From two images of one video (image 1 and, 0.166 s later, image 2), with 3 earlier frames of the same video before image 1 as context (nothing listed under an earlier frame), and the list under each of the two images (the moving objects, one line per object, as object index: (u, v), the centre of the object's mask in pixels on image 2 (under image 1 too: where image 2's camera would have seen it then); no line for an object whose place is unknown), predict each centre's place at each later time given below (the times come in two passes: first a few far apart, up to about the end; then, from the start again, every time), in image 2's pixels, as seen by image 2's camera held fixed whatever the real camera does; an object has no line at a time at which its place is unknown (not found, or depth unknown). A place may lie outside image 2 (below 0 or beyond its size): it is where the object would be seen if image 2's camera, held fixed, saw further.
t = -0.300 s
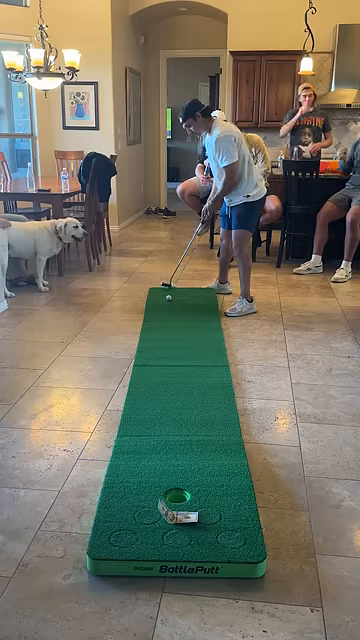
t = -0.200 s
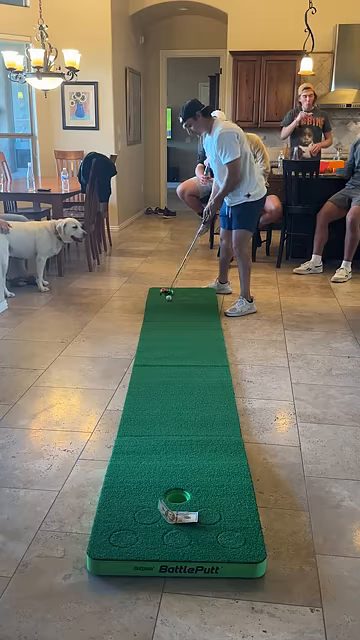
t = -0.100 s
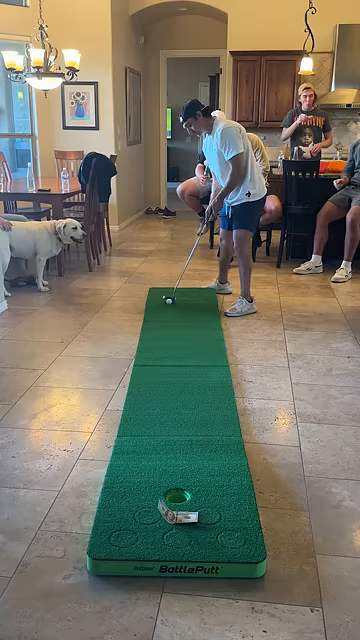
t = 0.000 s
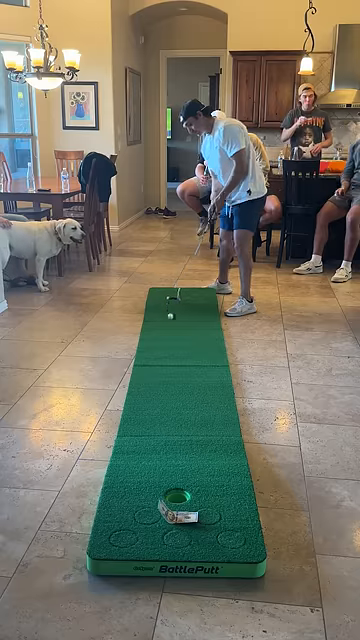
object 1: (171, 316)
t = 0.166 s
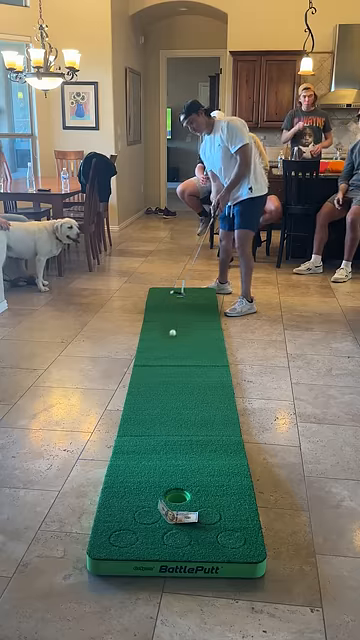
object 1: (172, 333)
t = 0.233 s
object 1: (173, 339)
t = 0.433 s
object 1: (175, 361)
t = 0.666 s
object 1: (177, 389)
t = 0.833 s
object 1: (177, 412)
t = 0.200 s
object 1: (172, 336)
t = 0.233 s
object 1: (173, 339)
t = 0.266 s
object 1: (173, 344)
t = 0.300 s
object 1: (173, 347)
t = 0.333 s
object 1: (173, 350)
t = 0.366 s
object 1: (174, 353)
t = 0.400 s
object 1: (174, 357)
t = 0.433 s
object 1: (175, 361)
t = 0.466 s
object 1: (175, 364)
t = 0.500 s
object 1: (176, 369)
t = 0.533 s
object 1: (176, 373)
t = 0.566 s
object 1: (176, 376)
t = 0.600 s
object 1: (176, 382)
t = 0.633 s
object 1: (176, 385)
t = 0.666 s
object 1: (177, 389)
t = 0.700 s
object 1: (177, 394)
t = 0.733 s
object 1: (177, 398)
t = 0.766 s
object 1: (177, 404)
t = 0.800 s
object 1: (177, 408)
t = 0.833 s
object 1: (177, 412)
